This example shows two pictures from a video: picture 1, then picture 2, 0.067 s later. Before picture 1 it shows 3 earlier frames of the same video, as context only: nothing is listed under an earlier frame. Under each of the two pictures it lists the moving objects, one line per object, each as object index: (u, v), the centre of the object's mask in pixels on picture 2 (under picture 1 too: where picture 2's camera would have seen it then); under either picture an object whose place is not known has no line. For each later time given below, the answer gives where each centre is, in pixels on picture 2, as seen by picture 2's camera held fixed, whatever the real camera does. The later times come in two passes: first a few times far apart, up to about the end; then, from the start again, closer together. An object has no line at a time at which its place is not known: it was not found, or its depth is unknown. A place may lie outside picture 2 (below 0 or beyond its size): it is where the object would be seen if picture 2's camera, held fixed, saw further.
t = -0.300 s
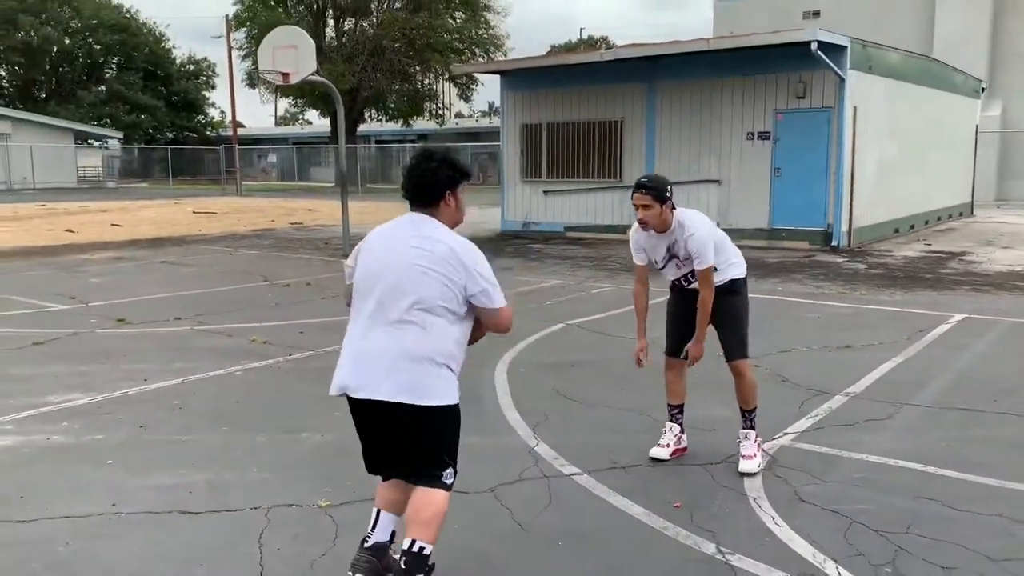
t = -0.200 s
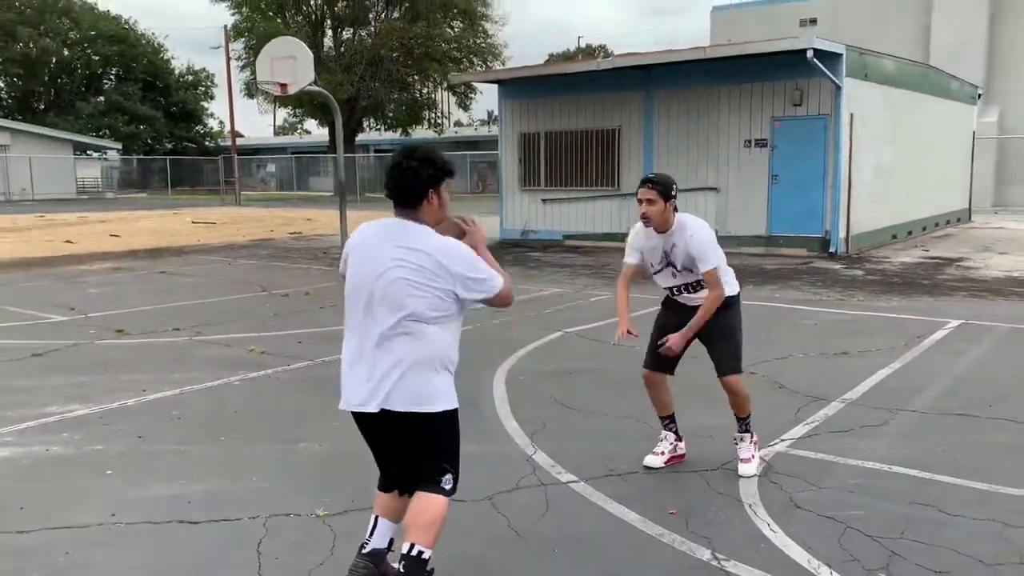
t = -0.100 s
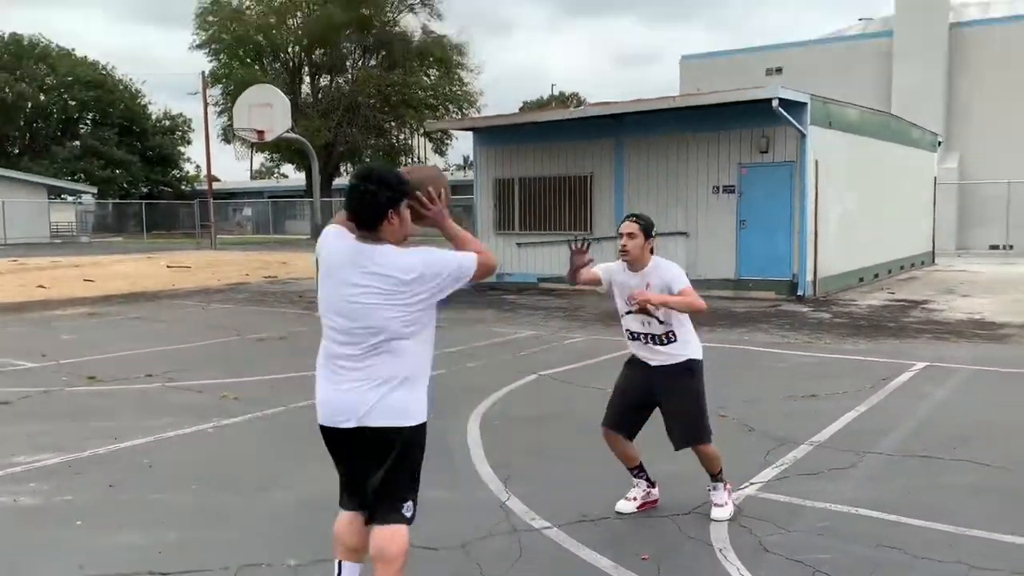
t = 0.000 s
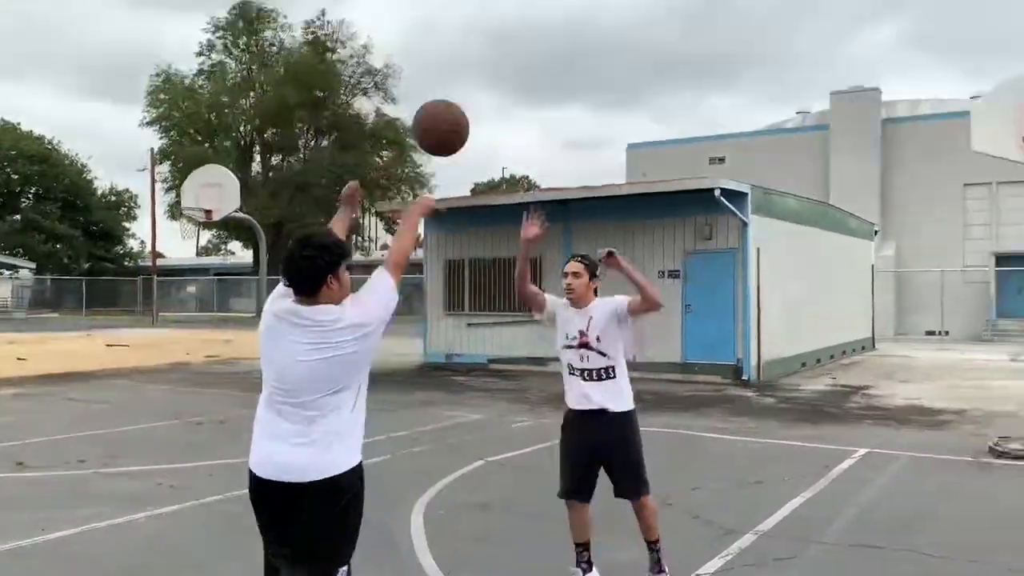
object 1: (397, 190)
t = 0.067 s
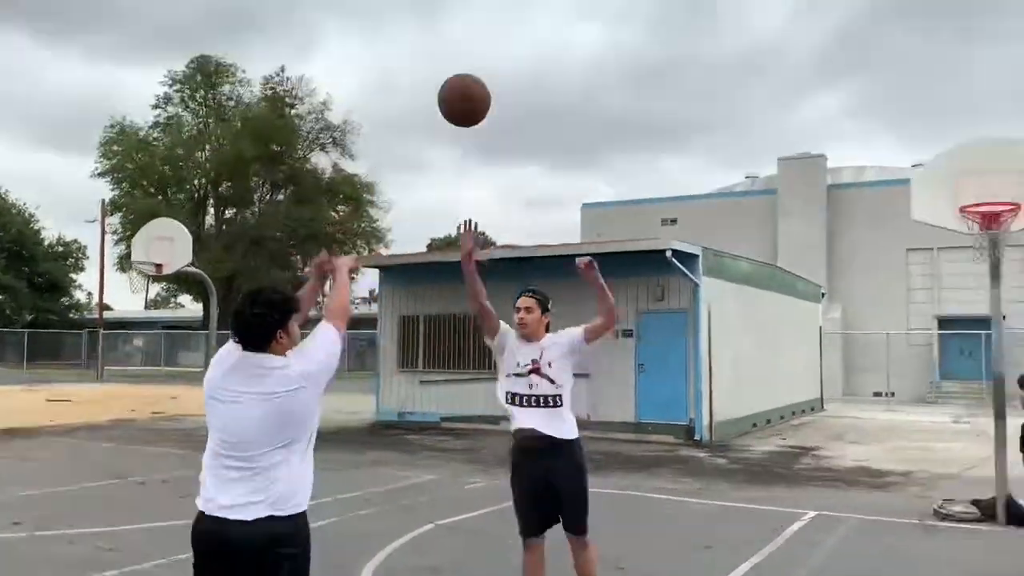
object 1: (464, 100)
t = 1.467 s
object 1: (956, 281)
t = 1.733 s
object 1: (900, 448)
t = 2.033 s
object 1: (845, 430)
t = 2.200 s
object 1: (814, 366)
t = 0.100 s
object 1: (494, 63)
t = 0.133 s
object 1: (523, 30)
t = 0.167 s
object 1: (549, 1)
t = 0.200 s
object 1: (574, -24)
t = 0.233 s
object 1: (597, -45)
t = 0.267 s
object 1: (619, -65)
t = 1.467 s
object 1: (956, 281)
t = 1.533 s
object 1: (940, 315)
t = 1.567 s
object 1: (933, 335)
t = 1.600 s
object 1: (925, 356)
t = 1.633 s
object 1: (919, 377)
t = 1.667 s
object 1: (914, 399)
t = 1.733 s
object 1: (900, 448)
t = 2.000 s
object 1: (850, 447)
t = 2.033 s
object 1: (845, 430)
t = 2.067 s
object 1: (838, 415)
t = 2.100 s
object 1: (832, 402)
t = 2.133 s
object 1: (826, 388)
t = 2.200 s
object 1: (814, 366)
